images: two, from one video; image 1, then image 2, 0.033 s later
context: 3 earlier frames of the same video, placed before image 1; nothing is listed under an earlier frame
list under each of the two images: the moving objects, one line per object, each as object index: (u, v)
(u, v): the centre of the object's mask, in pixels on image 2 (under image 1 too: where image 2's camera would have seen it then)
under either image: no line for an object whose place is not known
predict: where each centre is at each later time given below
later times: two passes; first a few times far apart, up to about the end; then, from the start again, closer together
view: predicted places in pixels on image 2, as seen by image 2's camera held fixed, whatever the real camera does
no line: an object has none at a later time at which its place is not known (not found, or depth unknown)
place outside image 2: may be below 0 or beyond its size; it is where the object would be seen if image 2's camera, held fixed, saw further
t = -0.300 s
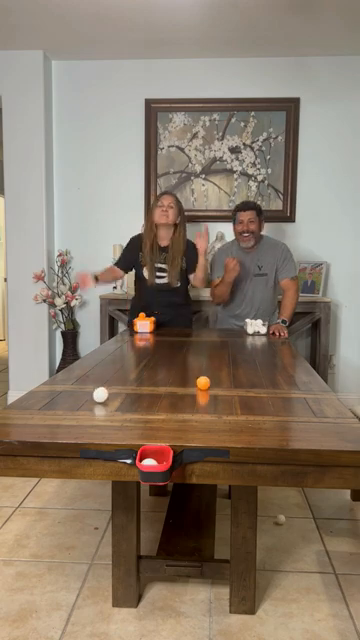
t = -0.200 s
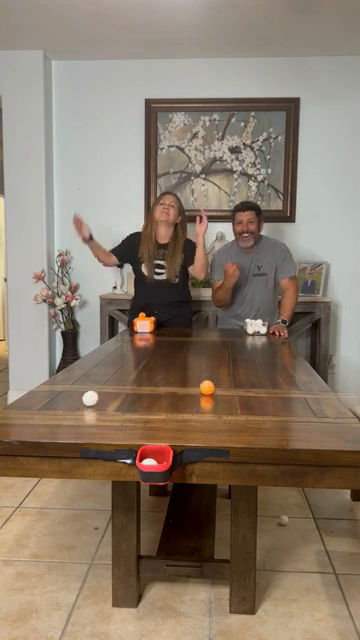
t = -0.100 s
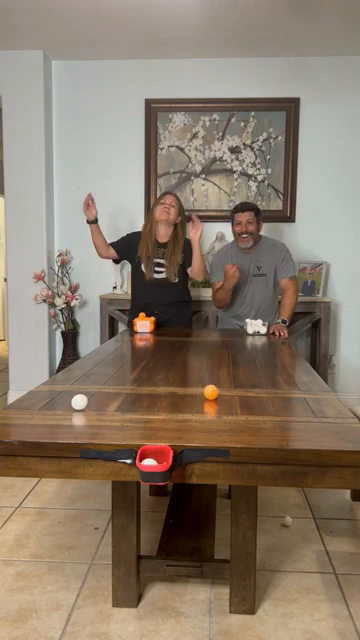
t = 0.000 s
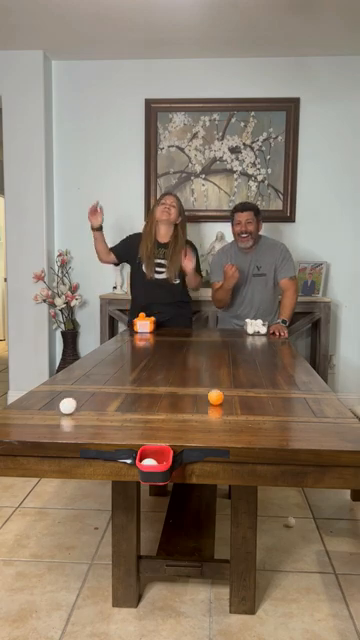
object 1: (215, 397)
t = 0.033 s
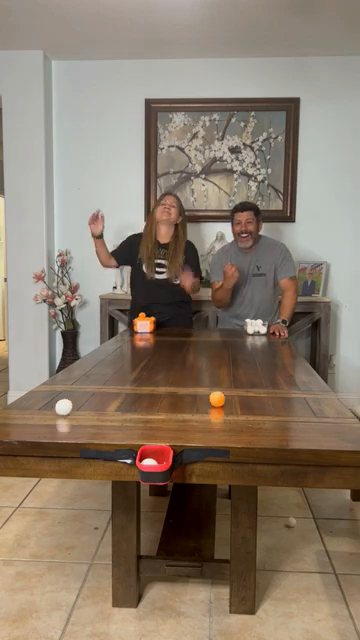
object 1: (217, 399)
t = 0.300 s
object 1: (232, 414)
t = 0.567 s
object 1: (251, 431)
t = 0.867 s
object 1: (276, 579)
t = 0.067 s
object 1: (218, 401)
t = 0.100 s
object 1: (220, 403)
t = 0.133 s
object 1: (222, 405)
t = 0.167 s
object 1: (224, 406)
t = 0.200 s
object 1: (226, 407)
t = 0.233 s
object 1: (228, 409)
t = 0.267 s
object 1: (230, 411)
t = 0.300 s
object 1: (232, 414)
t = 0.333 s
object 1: (234, 416)
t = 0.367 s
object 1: (236, 418)
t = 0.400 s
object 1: (238, 420)
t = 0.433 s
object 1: (241, 422)
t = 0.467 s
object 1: (243, 425)
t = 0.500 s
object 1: (246, 427)
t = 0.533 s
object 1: (248, 429)
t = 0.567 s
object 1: (251, 431)
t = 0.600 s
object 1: (254, 434)
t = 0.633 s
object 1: (257, 437)
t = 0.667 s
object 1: (260, 441)
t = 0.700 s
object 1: (263, 450)
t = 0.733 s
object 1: (266, 465)
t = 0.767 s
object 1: (269, 485)
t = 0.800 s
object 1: (271, 510)
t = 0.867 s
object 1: (276, 579)
